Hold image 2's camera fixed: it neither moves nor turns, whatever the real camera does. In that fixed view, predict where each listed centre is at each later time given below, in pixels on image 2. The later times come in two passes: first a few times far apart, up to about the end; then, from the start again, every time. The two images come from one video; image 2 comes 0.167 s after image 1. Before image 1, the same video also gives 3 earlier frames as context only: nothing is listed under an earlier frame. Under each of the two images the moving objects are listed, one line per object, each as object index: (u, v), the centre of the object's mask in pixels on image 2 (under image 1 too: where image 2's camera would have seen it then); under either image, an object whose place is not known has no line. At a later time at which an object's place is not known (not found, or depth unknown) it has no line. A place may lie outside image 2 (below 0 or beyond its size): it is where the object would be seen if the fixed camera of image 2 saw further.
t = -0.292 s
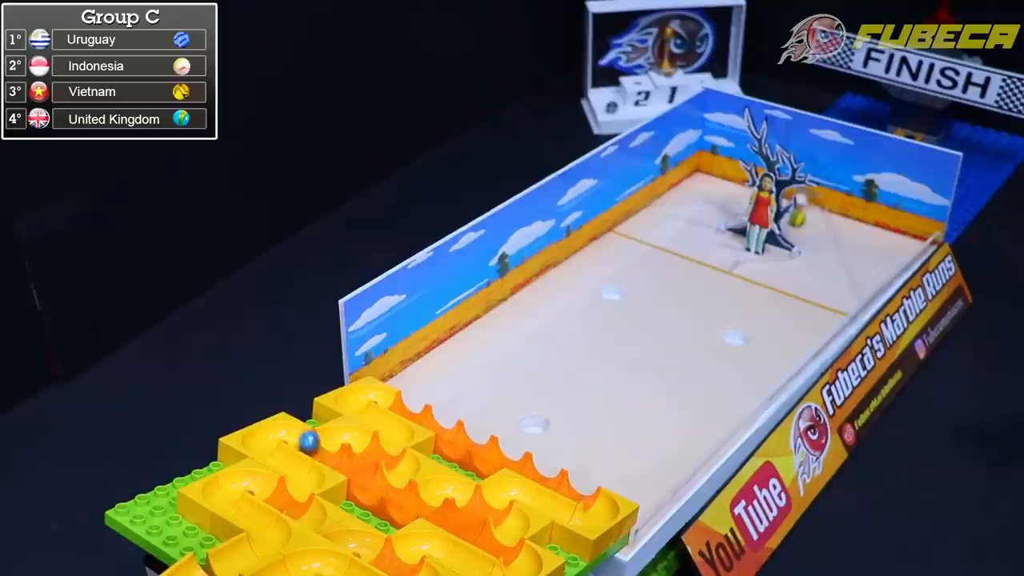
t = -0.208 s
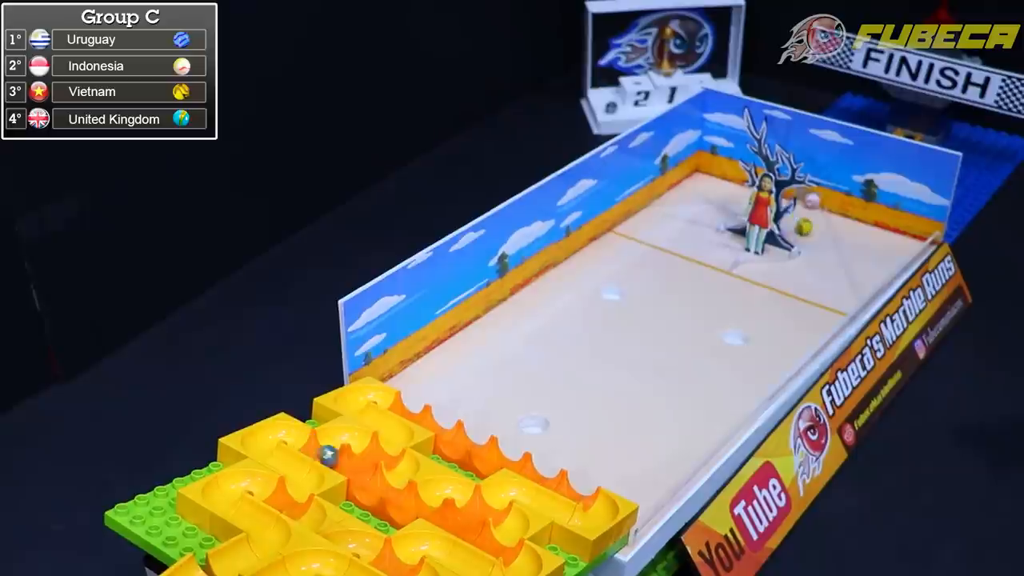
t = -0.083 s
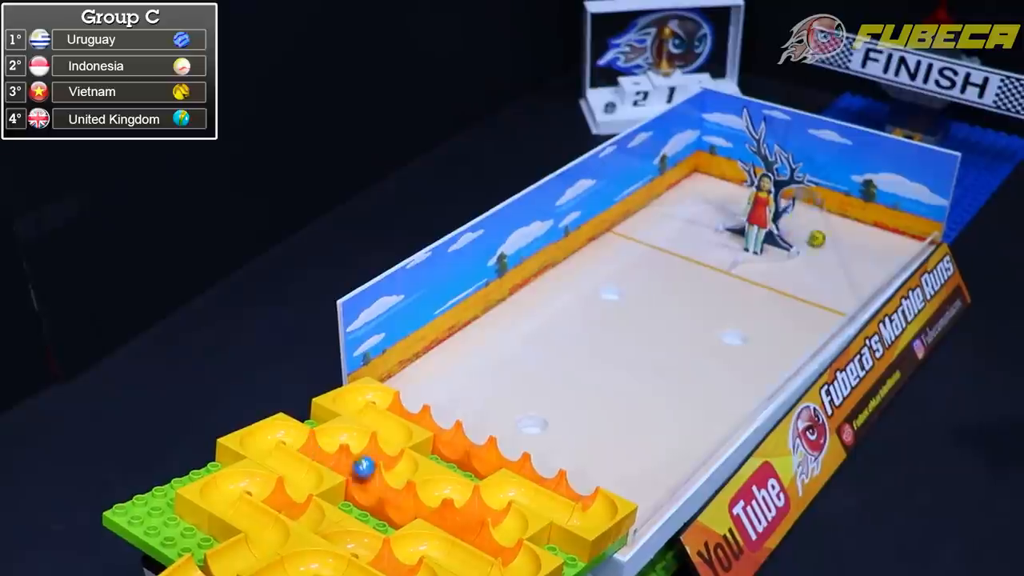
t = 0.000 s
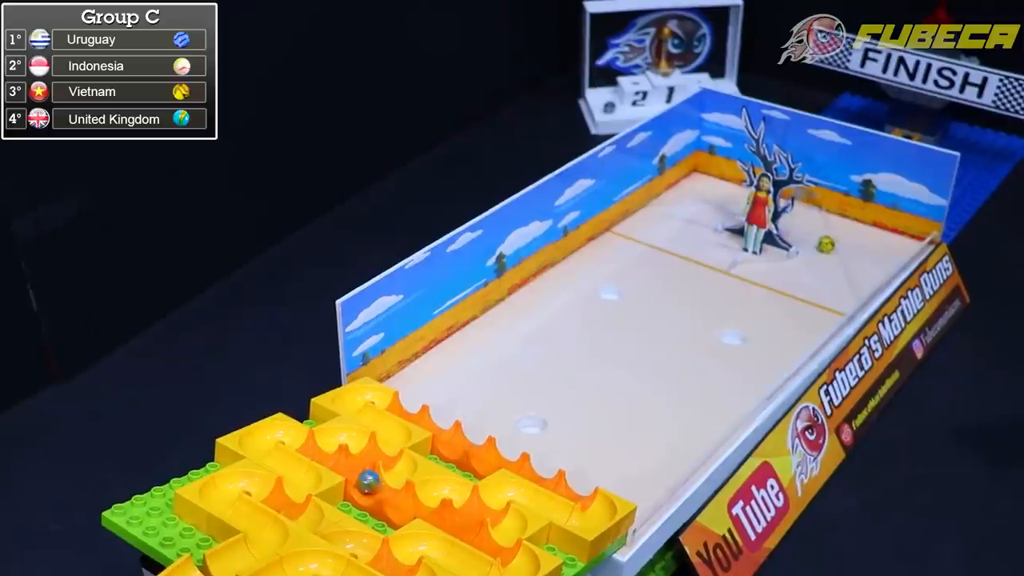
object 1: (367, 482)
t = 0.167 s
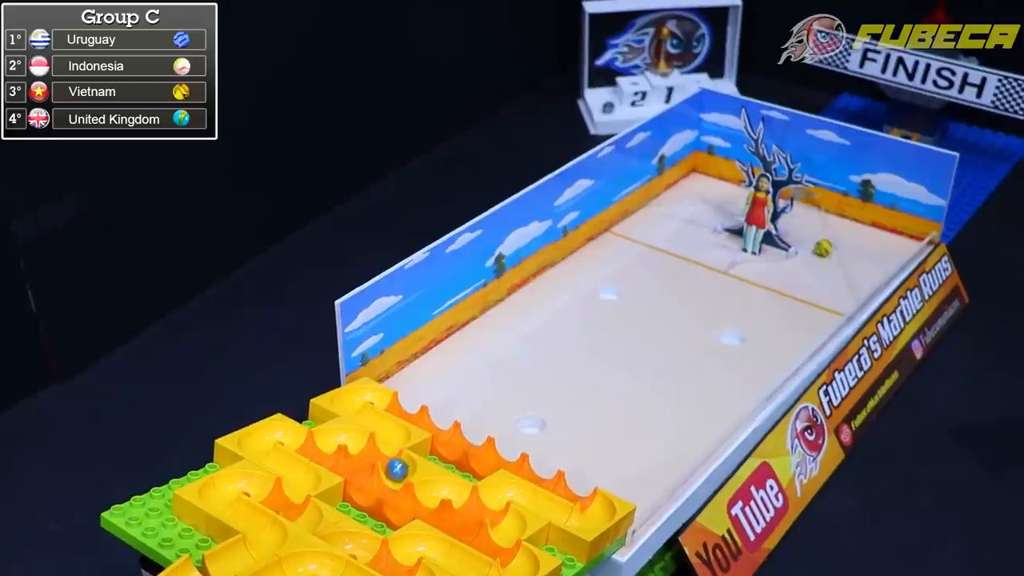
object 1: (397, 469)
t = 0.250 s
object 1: (388, 452)
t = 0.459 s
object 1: (343, 437)
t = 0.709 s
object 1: (357, 439)
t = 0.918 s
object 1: (394, 459)
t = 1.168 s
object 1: (401, 465)
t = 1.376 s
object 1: (372, 445)
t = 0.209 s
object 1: (399, 459)
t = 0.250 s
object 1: (388, 452)
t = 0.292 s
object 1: (375, 452)
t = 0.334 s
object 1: (362, 447)
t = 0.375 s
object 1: (358, 441)
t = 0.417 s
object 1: (350, 433)
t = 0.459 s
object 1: (343, 437)
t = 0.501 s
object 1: (335, 437)
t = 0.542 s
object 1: (332, 437)
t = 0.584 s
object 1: (333, 436)
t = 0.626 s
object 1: (338, 436)
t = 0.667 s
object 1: (350, 438)
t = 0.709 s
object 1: (357, 439)
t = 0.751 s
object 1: (364, 445)
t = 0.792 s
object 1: (367, 448)
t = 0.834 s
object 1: (378, 452)
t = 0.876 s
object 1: (387, 454)
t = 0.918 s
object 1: (394, 459)
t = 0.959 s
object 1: (396, 464)
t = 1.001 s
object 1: (401, 467)
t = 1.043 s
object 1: (401, 469)
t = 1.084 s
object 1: (397, 470)
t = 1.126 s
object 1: (397, 469)
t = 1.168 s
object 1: (401, 465)
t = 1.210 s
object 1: (398, 463)
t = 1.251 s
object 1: (389, 459)
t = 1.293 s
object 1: (384, 455)
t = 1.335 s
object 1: (376, 449)
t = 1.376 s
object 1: (372, 445)
